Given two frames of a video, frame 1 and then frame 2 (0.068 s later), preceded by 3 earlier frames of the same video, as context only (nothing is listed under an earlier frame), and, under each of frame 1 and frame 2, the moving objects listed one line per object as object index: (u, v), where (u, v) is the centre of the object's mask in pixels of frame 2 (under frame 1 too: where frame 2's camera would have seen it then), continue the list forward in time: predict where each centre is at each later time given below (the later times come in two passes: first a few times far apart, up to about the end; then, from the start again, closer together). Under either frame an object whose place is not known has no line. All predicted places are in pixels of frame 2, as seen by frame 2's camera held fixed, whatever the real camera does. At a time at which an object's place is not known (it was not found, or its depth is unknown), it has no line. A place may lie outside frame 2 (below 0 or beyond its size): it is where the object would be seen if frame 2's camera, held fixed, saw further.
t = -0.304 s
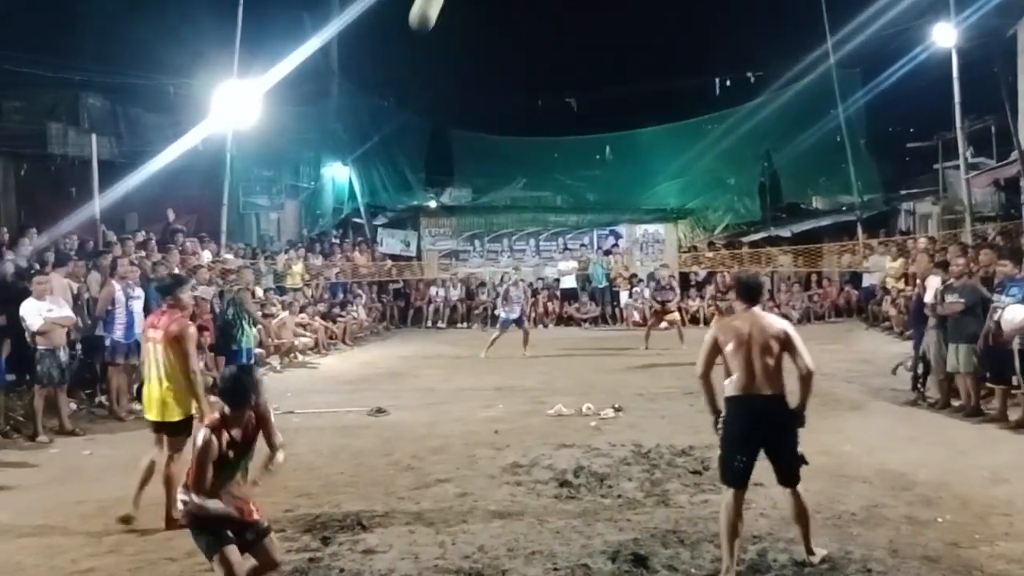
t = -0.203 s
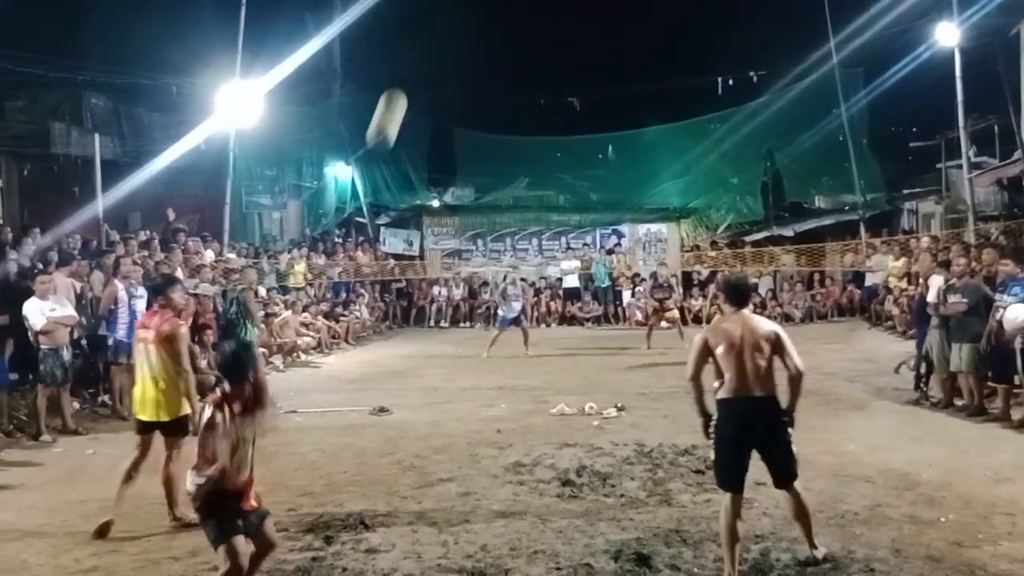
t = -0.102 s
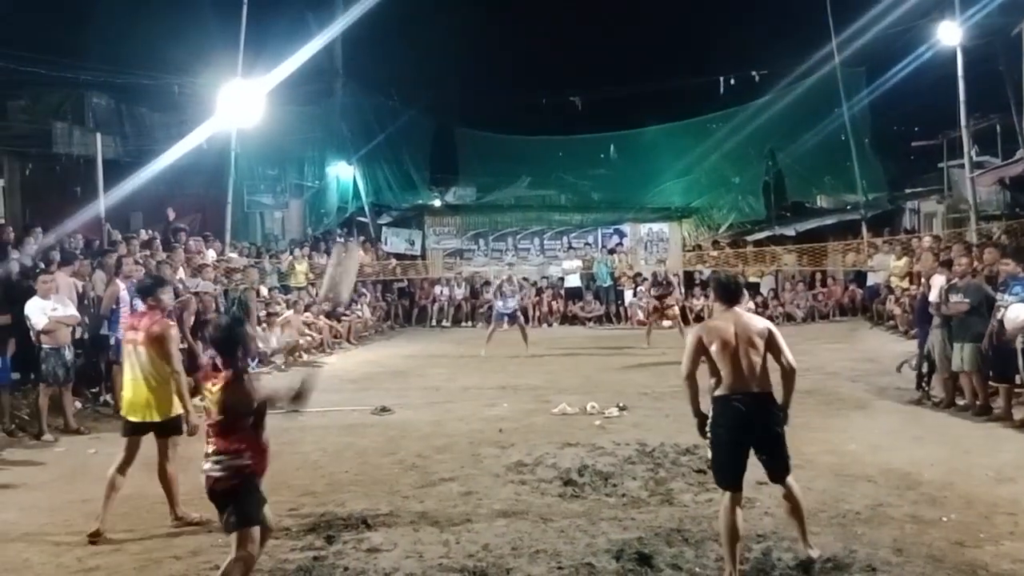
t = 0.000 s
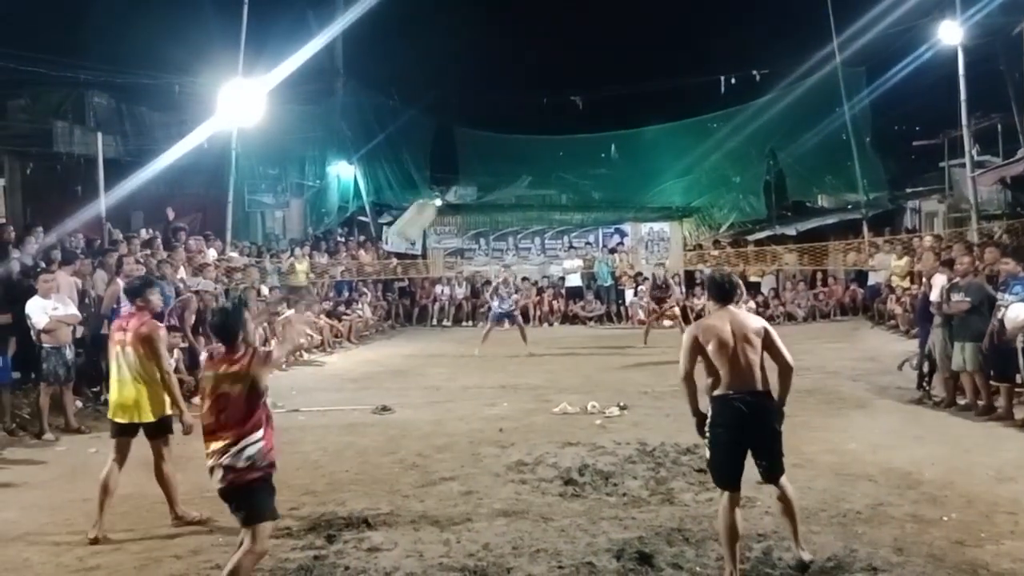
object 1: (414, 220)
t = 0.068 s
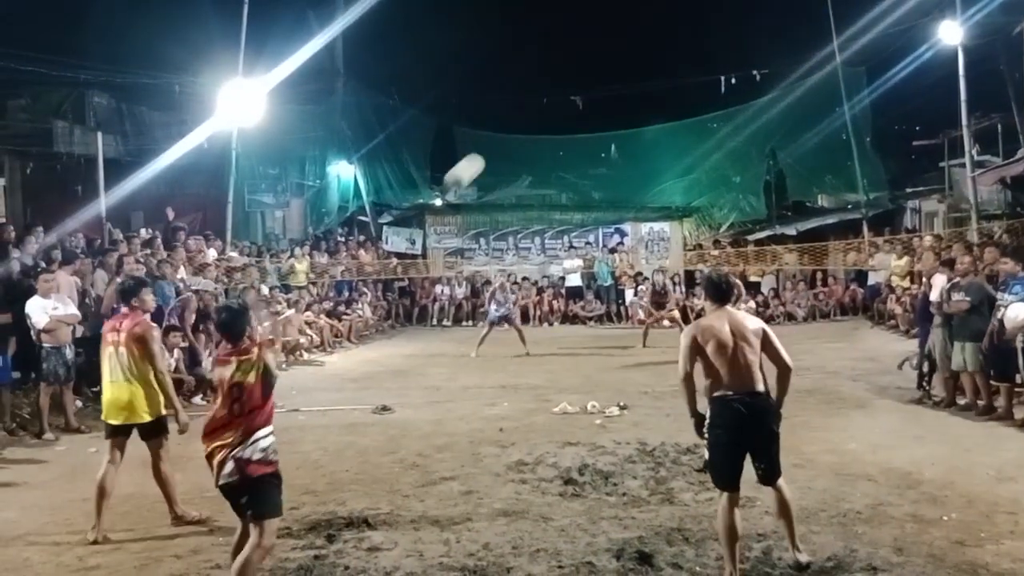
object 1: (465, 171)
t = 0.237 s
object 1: (551, 117)
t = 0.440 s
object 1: (613, 119)
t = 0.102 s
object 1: (485, 154)
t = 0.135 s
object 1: (505, 141)
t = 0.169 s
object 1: (522, 130)
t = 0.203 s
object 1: (537, 122)
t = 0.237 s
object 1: (551, 117)
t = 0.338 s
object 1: (586, 112)
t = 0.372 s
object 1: (596, 114)
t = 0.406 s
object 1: (604, 116)
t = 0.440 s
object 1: (613, 119)
